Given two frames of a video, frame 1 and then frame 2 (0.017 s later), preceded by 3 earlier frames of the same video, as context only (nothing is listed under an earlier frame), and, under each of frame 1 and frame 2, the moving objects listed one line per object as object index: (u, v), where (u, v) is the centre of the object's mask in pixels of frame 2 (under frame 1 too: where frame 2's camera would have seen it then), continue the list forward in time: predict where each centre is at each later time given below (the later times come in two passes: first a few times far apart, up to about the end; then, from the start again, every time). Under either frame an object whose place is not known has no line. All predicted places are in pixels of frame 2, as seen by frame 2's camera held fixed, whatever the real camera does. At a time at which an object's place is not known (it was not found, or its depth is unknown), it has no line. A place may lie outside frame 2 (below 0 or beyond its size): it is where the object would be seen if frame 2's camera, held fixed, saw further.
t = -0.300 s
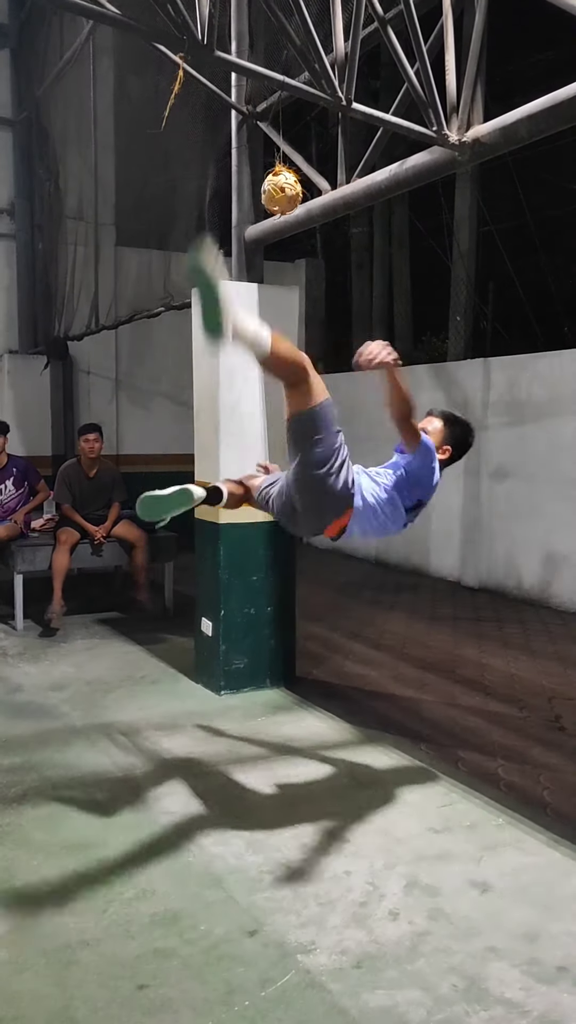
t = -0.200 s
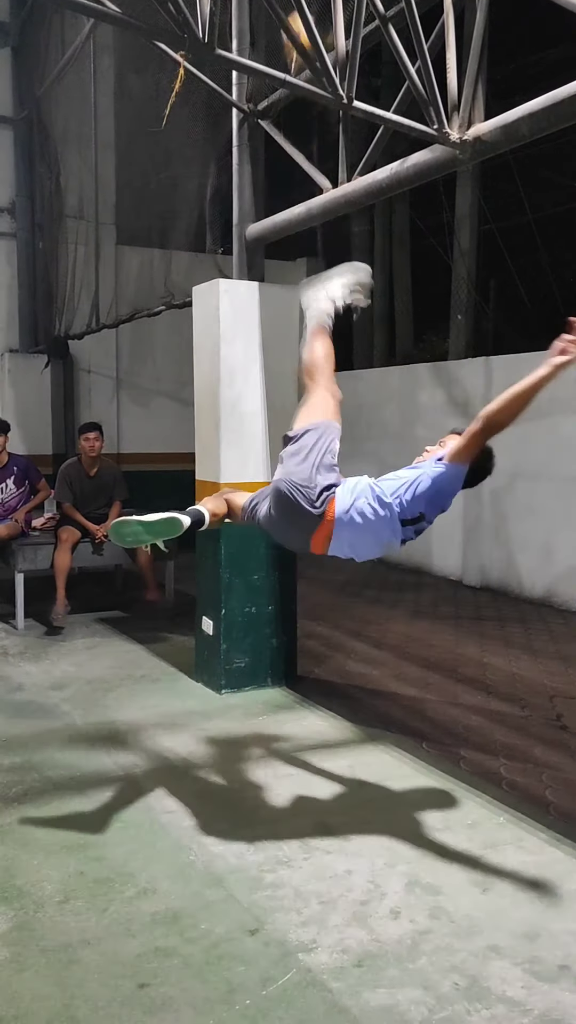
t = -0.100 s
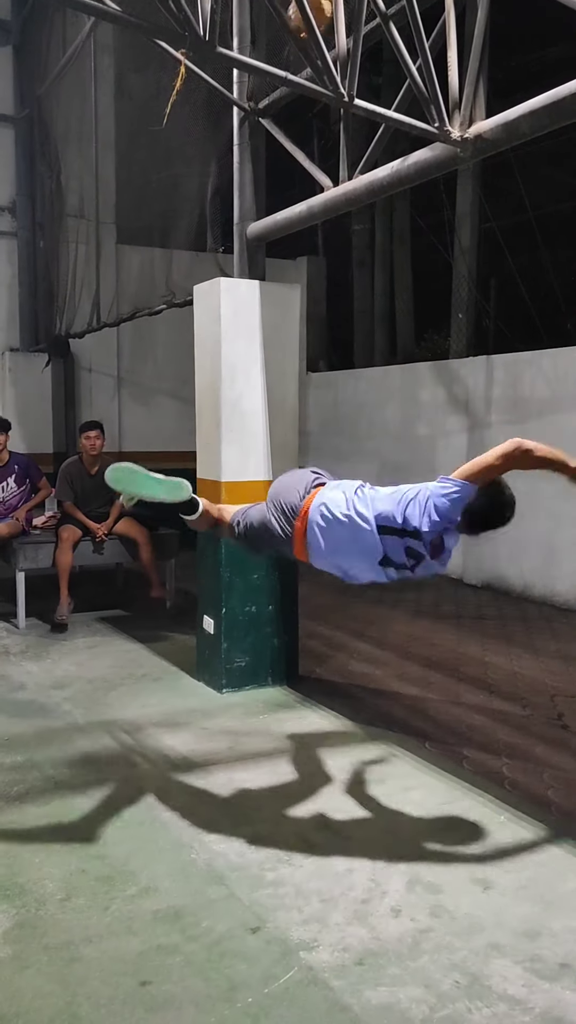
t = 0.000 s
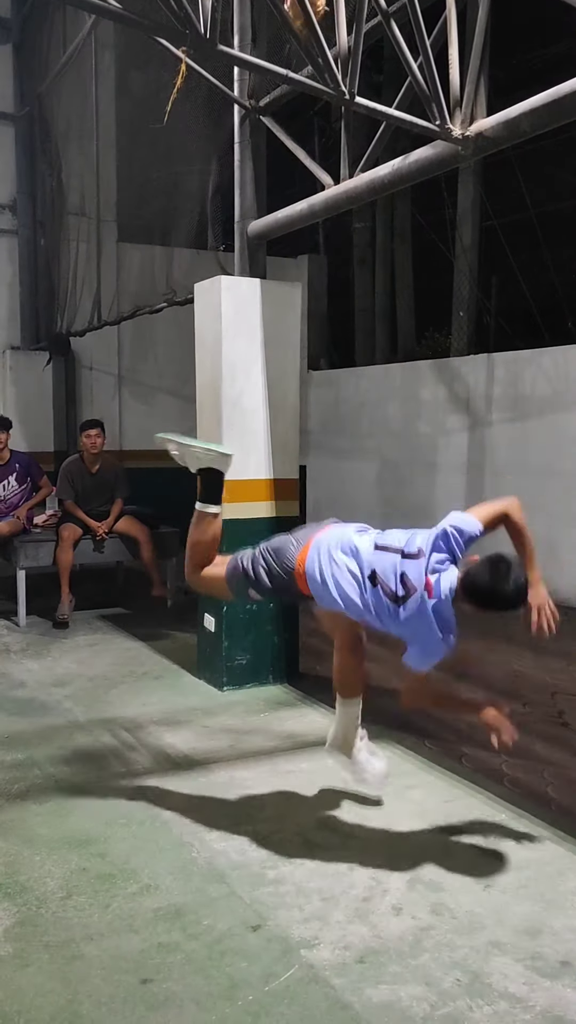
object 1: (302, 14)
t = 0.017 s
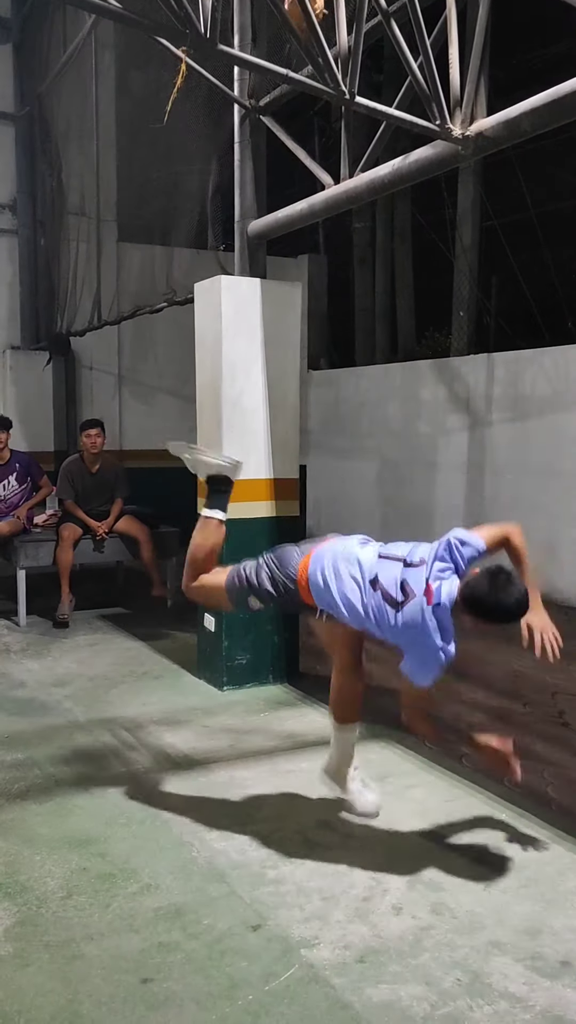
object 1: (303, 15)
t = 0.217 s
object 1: (301, 104)
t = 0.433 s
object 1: (284, 175)
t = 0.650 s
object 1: (261, 73)
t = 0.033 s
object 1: (303, 15)
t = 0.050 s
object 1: (303, 15)
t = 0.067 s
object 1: (301, 23)
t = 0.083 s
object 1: (300, 28)
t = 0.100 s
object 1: (298, 35)
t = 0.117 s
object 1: (297, 43)
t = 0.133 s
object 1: (299, 52)
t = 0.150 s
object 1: (299, 56)
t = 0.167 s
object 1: (297, 62)
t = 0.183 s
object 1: (300, 66)
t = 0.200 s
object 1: (302, 89)
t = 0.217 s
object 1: (301, 104)
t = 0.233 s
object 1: (303, 110)
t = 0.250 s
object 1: (304, 121)
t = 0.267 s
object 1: (305, 132)
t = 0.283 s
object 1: (304, 146)
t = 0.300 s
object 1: (303, 158)
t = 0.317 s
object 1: (301, 168)
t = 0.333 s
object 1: (296, 175)
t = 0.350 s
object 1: (292, 177)
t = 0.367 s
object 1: (293, 178)
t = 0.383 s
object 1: (292, 178)
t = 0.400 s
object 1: (290, 178)
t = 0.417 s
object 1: (287, 177)
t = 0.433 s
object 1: (284, 175)
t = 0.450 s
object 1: (281, 173)
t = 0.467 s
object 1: (278, 170)
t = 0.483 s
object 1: (274, 165)
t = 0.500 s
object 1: (271, 156)
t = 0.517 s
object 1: (269, 144)
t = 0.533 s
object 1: (266, 131)
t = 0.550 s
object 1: (264, 119)
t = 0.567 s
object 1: (263, 109)
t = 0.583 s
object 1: (264, 101)
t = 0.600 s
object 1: (262, 92)
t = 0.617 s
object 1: (261, 84)
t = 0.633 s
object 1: (261, 78)
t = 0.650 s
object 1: (261, 73)
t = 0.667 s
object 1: (261, 69)
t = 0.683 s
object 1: (262, 66)
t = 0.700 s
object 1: (265, 66)
